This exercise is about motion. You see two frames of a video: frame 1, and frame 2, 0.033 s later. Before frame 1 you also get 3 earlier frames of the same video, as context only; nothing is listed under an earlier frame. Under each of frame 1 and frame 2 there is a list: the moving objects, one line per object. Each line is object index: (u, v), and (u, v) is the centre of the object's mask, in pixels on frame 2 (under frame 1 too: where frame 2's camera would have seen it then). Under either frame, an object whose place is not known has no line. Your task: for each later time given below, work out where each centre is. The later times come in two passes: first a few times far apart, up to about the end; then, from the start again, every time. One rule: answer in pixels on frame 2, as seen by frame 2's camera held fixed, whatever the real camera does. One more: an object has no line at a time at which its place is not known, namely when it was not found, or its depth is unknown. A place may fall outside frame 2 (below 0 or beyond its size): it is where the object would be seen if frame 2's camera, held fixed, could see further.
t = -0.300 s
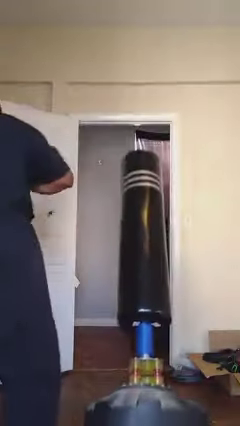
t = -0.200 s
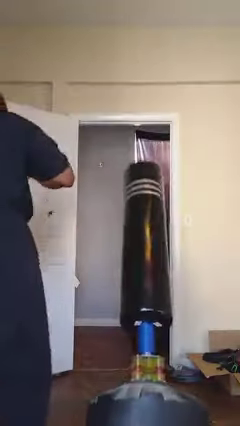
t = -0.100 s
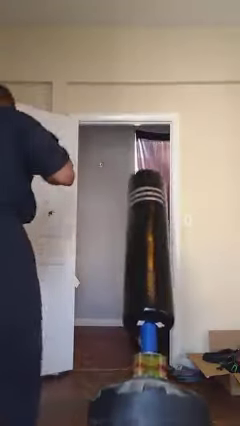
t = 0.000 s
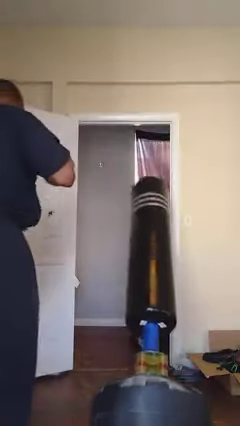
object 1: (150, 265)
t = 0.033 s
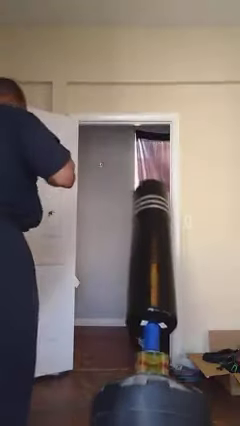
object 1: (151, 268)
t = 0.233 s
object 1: (155, 276)
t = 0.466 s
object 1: (156, 289)
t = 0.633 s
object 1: (156, 304)
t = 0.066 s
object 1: (152, 270)
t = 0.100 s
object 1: (153, 270)
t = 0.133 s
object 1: (153, 271)
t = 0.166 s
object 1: (154, 273)
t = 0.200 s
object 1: (155, 274)
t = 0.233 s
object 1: (155, 276)
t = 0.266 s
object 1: (156, 278)
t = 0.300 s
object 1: (156, 280)
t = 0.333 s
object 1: (157, 281)
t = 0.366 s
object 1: (157, 284)
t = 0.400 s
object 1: (157, 285)
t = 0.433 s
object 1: (156, 287)
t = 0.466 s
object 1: (156, 289)
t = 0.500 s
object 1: (156, 290)
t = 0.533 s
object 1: (158, 300)
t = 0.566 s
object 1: (158, 303)
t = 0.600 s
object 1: (156, 304)
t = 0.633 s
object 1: (156, 304)
